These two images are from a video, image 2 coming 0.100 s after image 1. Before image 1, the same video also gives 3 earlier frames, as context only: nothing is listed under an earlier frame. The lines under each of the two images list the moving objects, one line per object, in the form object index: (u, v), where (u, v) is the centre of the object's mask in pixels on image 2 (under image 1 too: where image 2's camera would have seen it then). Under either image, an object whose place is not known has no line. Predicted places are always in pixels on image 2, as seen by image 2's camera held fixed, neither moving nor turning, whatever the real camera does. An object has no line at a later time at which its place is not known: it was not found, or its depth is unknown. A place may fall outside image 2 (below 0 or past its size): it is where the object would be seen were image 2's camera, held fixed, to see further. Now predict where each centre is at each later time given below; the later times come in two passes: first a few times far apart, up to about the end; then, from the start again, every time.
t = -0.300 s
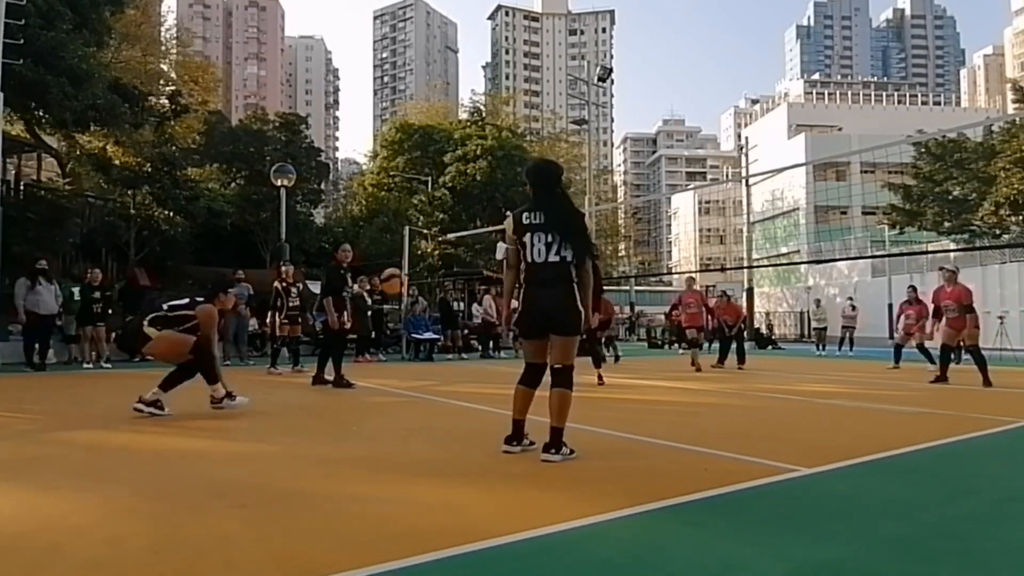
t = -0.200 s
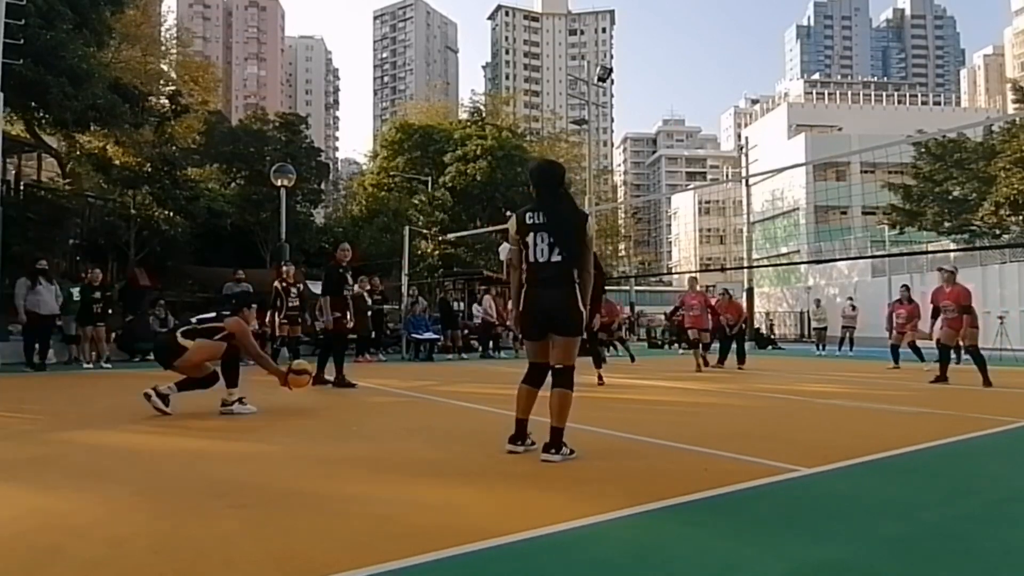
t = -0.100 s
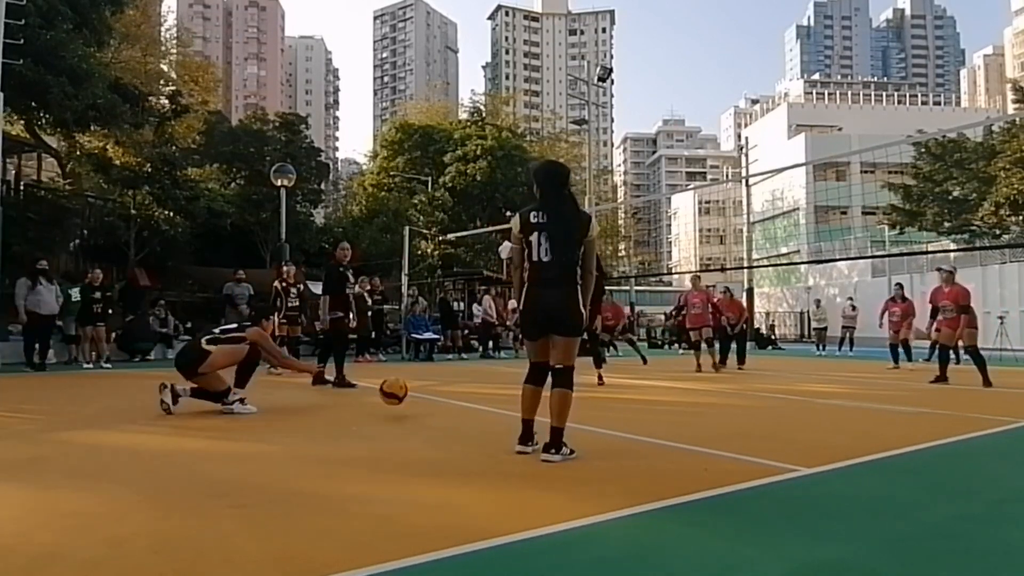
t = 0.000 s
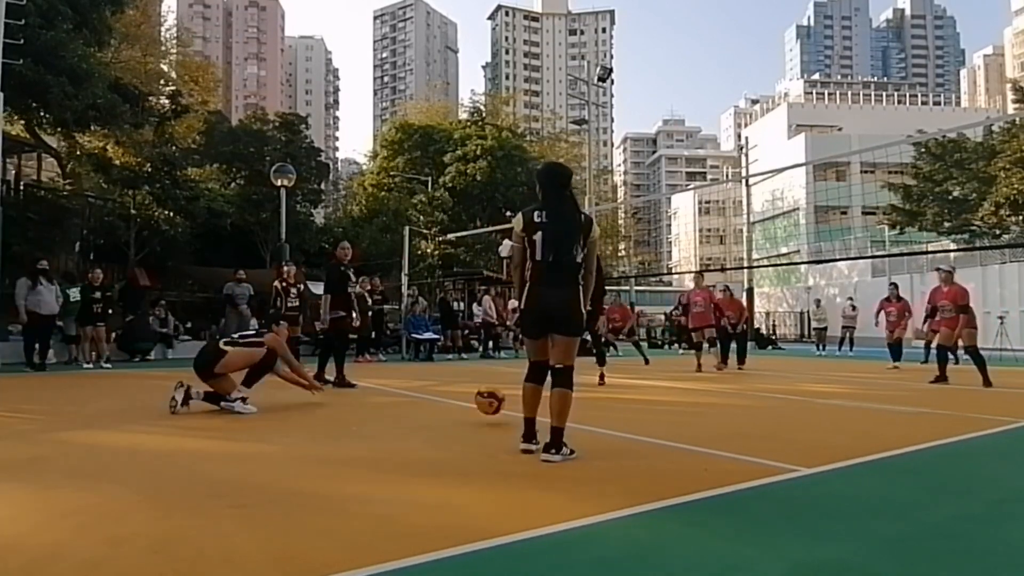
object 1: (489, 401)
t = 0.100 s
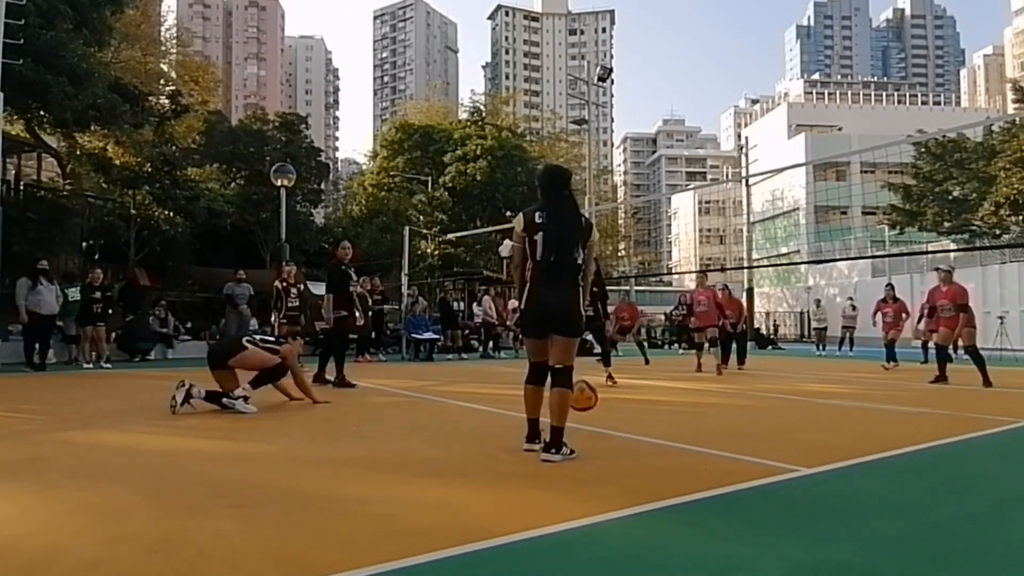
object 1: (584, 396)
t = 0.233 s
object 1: (723, 419)
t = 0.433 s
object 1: (997, 429)
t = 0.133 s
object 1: (614, 397)
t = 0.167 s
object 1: (649, 402)
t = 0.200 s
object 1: (685, 409)
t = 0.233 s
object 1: (723, 419)
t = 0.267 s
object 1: (763, 430)
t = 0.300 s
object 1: (805, 426)
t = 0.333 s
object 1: (849, 424)
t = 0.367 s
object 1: (895, 422)
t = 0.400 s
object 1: (945, 424)
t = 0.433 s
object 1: (997, 429)
